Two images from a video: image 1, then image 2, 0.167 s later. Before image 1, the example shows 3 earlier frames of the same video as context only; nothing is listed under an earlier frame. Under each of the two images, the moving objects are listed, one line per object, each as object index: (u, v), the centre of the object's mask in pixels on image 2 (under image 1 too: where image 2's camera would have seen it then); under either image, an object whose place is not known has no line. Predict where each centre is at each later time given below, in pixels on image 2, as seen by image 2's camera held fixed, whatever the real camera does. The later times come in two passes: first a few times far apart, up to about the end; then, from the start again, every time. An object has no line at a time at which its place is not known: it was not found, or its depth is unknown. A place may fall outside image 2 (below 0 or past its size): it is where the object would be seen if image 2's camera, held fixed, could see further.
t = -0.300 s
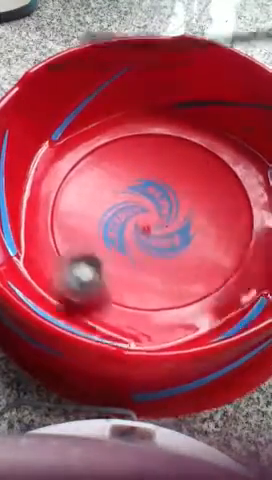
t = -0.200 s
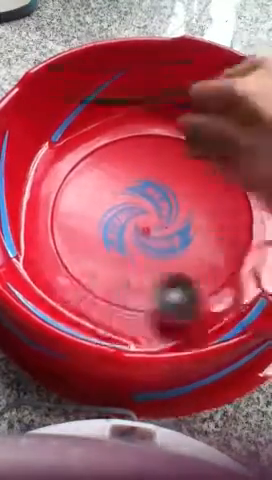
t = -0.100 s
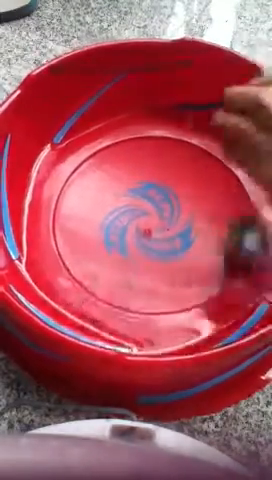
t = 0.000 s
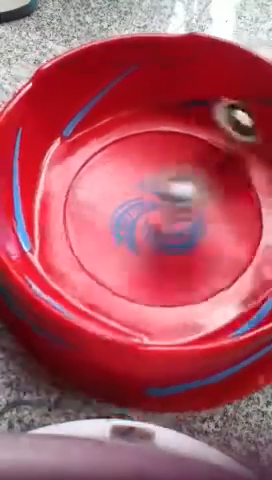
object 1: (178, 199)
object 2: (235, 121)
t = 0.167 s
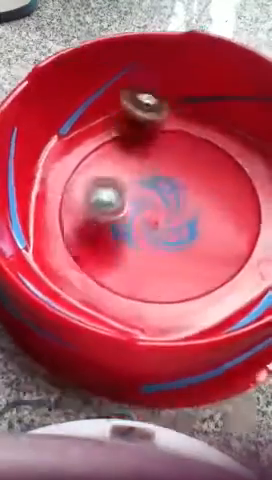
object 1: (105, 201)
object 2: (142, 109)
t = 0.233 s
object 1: (138, 209)
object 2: (111, 124)
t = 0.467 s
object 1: (183, 150)
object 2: (58, 155)
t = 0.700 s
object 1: (117, 131)
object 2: (58, 155)
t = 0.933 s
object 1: (157, 152)
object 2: (82, 190)
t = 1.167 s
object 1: (183, 130)
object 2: (166, 200)
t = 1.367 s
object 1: (144, 134)
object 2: (212, 155)
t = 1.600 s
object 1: (192, 206)
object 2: (185, 138)
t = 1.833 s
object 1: (251, 175)
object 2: (169, 165)
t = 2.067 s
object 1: (260, 165)
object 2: (209, 194)
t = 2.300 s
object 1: (230, 169)
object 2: (169, 215)
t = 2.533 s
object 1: (127, 206)
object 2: (172, 244)
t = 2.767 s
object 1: (162, 280)
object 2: (214, 242)
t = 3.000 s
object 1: (203, 293)
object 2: (227, 140)
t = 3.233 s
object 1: (140, 291)
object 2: (136, 136)
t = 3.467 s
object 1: (149, 289)
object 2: (97, 194)
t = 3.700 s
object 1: (226, 223)
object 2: (120, 249)
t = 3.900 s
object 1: (223, 140)
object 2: (180, 245)
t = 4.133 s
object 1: (134, 121)
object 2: (191, 194)
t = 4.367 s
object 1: (98, 203)
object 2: (152, 170)
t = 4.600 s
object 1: (166, 275)
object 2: (159, 176)
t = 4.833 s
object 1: (251, 226)
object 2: (164, 183)
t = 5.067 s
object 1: (223, 145)
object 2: (180, 190)
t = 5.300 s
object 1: (129, 158)
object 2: (190, 195)
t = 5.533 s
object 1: (121, 241)
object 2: (190, 197)
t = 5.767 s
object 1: (209, 259)
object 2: (185, 204)
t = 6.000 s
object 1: (235, 186)
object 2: (184, 213)
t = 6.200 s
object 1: (166, 149)
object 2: (179, 218)
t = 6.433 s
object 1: (103, 192)
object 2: (175, 219)
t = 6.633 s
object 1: (122, 248)
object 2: (177, 216)
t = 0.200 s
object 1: (124, 204)
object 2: (125, 112)
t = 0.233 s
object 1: (138, 209)
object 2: (111, 124)
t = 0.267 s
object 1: (151, 199)
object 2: (98, 125)
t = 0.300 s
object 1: (163, 195)
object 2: (84, 133)
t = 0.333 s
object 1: (172, 187)
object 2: (71, 132)
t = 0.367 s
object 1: (180, 178)
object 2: (65, 138)
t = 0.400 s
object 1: (183, 168)
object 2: (62, 143)
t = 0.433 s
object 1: (185, 159)
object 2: (61, 151)
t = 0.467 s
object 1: (183, 150)
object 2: (58, 155)
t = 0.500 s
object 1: (179, 142)
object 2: (56, 157)
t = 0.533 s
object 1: (172, 132)
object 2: (54, 158)
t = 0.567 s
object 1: (164, 123)
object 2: (52, 157)
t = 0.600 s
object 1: (153, 118)
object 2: (51, 157)
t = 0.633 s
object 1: (142, 120)
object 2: (53, 157)
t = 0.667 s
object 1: (130, 125)
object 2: (56, 156)
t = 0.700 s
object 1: (117, 131)
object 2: (58, 155)
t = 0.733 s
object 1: (109, 136)
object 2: (53, 153)
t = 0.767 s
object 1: (119, 139)
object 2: (52, 158)
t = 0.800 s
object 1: (128, 145)
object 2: (56, 170)
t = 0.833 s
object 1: (136, 148)
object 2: (59, 173)
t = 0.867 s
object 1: (144, 150)
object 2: (64, 182)
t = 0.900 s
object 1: (151, 151)
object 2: (72, 185)
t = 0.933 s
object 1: (157, 152)
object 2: (82, 190)
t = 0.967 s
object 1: (163, 152)
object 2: (97, 195)
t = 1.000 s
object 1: (169, 151)
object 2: (109, 200)
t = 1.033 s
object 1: (174, 149)
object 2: (121, 204)
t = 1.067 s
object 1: (178, 145)
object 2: (134, 205)
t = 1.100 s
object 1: (181, 140)
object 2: (144, 206)
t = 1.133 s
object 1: (182, 135)
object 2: (154, 203)
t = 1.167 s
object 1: (183, 130)
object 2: (166, 200)
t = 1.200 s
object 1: (182, 126)
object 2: (176, 193)
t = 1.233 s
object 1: (178, 122)
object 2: (185, 188)
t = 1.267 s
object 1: (170, 122)
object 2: (194, 180)
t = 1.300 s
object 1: (161, 122)
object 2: (201, 172)
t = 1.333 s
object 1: (151, 126)
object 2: (207, 164)
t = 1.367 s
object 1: (144, 134)
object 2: (212, 155)
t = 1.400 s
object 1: (141, 147)
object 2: (214, 147)
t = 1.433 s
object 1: (142, 159)
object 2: (214, 140)
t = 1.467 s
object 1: (147, 172)
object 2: (209, 138)
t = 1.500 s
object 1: (154, 185)
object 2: (203, 137)
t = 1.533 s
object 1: (166, 195)
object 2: (197, 137)
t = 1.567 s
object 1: (179, 203)
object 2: (191, 137)
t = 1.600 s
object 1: (192, 206)
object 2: (185, 138)
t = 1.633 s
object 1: (207, 208)
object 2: (180, 139)
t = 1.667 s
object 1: (221, 208)
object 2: (175, 141)
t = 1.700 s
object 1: (235, 206)
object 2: (171, 145)
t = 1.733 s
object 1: (247, 200)
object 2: (168, 149)
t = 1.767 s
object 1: (251, 189)
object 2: (166, 153)
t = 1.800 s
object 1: (251, 183)
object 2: (167, 158)
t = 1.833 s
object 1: (251, 175)
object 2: (169, 165)
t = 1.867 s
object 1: (252, 170)
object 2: (172, 172)
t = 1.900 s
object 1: (253, 166)
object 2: (176, 177)
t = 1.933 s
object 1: (255, 164)
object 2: (181, 182)
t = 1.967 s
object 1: (258, 164)
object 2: (187, 184)
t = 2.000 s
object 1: (260, 164)
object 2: (194, 190)
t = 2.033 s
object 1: (259, 165)
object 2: (201, 192)
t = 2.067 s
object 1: (260, 165)
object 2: (209, 194)
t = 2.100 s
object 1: (261, 164)
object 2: (215, 196)
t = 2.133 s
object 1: (260, 165)
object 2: (221, 197)
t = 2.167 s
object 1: (260, 164)
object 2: (224, 197)
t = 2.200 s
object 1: (259, 158)
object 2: (211, 201)
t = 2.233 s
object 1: (254, 161)
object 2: (194, 207)
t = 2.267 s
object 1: (244, 171)
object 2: (180, 212)
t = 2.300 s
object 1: (230, 169)
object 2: (169, 215)
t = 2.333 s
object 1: (212, 169)
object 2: (162, 217)
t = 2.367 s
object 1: (195, 171)
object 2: (159, 220)
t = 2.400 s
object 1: (175, 174)
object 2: (158, 222)
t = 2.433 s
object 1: (159, 179)
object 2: (159, 228)
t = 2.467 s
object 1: (145, 186)
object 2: (162, 234)
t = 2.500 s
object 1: (135, 196)
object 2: (167, 241)
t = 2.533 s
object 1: (127, 206)
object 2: (172, 244)
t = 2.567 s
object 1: (123, 219)
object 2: (178, 247)
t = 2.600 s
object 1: (122, 231)
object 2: (185, 248)
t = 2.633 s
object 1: (123, 245)
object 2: (192, 247)
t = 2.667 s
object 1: (129, 254)
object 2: (199, 247)
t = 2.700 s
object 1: (138, 265)
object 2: (206, 246)
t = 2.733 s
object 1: (149, 274)
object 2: (211, 244)
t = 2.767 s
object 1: (162, 280)
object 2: (214, 242)
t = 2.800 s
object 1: (178, 282)
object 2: (217, 238)
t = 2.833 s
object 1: (194, 278)
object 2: (221, 232)
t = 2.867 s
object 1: (208, 271)
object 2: (222, 225)
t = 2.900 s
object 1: (217, 270)
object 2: (223, 215)
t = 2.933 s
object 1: (214, 278)
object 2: (230, 184)
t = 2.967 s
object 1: (208, 288)
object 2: (232, 159)
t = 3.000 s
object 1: (203, 293)
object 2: (227, 140)
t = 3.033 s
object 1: (198, 294)
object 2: (217, 127)
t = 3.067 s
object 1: (190, 297)
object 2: (203, 118)
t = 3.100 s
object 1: (182, 292)
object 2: (190, 117)
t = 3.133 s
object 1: (173, 291)
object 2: (176, 117)
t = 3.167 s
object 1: (161, 290)
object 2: (160, 122)
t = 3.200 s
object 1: (151, 289)
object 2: (148, 129)
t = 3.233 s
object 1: (140, 291)
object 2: (136, 136)
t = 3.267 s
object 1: (127, 293)
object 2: (127, 142)
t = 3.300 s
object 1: (121, 291)
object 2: (119, 150)
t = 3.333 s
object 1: (120, 292)
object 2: (111, 158)
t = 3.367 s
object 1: (126, 293)
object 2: (106, 166)
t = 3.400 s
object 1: (133, 294)
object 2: (102, 175)
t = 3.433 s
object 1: (141, 294)
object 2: (100, 185)
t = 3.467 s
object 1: (149, 289)
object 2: (97, 194)
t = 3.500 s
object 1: (159, 282)
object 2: (95, 203)
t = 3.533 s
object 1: (171, 277)
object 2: (95, 213)
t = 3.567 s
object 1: (184, 268)
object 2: (97, 222)
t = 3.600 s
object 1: (198, 258)
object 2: (100, 231)
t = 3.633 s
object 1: (209, 248)
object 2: (104, 239)
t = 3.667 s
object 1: (219, 235)
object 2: (112, 245)
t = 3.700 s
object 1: (226, 223)
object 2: (120, 249)
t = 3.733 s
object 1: (233, 209)
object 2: (129, 253)
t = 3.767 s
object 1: (235, 194)
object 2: (140, 256)
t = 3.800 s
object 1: (234, 180)
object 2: (151, 255)
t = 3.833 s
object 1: (233, 166)
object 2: (161, 255)
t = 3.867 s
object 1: (230, 152)
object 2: (171, 251)
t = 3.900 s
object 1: (223, 140)
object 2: (180, 245)
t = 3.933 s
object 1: (215, 131)
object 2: (187, 240)
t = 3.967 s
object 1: (204, 123)
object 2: (192, 233)
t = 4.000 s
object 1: (189, 119)
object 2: (198, 223)
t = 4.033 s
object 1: (175, 117)
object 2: (198, 216)
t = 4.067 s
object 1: (160, 116)
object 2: (198, 206)
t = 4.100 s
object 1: (146, 117)
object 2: (195, 200)
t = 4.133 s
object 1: (134, 121)
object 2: (191, 194)
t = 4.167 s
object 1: (123, 126)
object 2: (185, 188)
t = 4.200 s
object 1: (114, 135)
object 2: (180, 181)
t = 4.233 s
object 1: (105, 148)
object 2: (174, 176)
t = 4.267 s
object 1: (102, 160)
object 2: (167, 173)
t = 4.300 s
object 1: (99, 173)
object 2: (159, 172)
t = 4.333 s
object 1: (104, 187)
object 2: (151, 172)
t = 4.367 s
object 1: (98, 203)
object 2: (152, 170)
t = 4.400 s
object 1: (95, 221)
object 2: (156, 170)
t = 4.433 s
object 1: (99, 234)
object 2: (158, 170)
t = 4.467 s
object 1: (107, 247)
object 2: (159, 171)
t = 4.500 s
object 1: (118, 258)
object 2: (159, 171)
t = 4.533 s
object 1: (132, 266)
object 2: (159, 173)
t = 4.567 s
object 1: (148, 272)
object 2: (159, 174)
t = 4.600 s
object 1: (166, 275)
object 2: (159, 176)
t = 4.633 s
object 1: (182, 276)
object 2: (159, 177)
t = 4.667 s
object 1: (197, 274)
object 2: (159, 178)
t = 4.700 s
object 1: (213, 268)
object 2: (160, 180)
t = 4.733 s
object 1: (227, 261)
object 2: (160, 181)
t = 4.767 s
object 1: (238, 251)
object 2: (161, 182)
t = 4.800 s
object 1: (246, 239)
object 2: (162, 183)
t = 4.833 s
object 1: (251, 226)
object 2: (164, 183)
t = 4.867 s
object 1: (252, 213)
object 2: (166, 185)
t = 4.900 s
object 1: (253, 200)
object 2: (168, 186)
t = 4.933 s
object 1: (252, 185)
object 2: (170, 186)
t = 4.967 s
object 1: (250, 174)
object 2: (172, 187)
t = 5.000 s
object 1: (245, 163)
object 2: (175, 188)
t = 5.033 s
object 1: (235, 152)
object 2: (177, 188)
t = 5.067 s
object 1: (223, 145)
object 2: (180, 190)
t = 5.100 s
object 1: (211, 140)
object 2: (182, 191)
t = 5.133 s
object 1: (196, 136)
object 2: (184, 192)
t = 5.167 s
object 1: (182, 135)
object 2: (185, 192)
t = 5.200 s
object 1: (167, 138)
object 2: (187, 193)
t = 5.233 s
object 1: (154, 141)
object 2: (188, 193)
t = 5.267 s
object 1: (140, 149)
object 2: (189, 194)
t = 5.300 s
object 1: (129, 158)
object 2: (190, 195)
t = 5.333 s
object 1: (119, 169)
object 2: (191, 196)
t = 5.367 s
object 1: (111, 181)
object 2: (191, 196)
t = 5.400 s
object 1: (108, 193)
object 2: (191, 196)
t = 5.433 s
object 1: (107, 206)
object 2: (191, 196)
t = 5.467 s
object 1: (109, 219)
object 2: (191, 196)
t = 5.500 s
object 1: (114, 231)
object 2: (191, 197)
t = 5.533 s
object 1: (121, 241)
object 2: (190, 197)
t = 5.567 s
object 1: (131, 251)
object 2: (190, 198)
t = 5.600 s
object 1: (143, 259)
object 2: (189, 199)
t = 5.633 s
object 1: (155, 264)
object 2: (187, 200)
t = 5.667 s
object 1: (170, 267)
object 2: (186, 201)
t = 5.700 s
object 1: (184, 266)
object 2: (185, 203)
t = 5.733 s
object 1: (197, 264)
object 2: (185, 204)
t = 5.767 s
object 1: (209, 259)
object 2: (185, 204)
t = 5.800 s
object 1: (219, 252)
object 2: (185, 205)
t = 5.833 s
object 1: (228, 244)
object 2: (184, 205)
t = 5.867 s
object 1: (235, 234)
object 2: (183, 208)
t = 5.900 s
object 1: (239, 222)
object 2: (183, 209)
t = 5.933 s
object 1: (240, 210)
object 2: (183, 210)
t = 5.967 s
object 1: (239, 197)
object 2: (184, 212)
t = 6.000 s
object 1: (235, 186)
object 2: (184, 213)
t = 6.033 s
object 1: (227, 174)
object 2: (184, 214)
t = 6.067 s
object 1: (218, 165)
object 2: (183, 214)
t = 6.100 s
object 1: (206, 157)
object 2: (182, 215)
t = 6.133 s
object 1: (193, 151)
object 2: (181, 216)
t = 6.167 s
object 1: (180, 149)
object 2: (180, 217)
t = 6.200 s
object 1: (166, 149)
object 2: (179, 218)
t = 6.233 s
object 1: (155, 150)
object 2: (179, 218)
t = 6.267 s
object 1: (143, 153)
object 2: (178, 218)
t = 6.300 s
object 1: (131, 158)
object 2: (177, 218)
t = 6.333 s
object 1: (119, 165)
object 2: (177, 218)
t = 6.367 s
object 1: (111, 173)
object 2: (176, 219)
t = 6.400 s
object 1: (105, 182)
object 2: (176, 219)
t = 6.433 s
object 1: (103, 192)
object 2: (175, 219)
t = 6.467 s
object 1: (102, 202)
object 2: (173, 219)
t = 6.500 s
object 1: (104, 213)
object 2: (172, 219)
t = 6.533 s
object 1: (109, 223)
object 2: (171, 219)
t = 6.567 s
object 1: (117, 231)
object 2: (171, 218)
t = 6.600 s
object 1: (125, 238)
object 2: (171, 217)
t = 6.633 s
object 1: (122, 248)
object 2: (177, 216)
